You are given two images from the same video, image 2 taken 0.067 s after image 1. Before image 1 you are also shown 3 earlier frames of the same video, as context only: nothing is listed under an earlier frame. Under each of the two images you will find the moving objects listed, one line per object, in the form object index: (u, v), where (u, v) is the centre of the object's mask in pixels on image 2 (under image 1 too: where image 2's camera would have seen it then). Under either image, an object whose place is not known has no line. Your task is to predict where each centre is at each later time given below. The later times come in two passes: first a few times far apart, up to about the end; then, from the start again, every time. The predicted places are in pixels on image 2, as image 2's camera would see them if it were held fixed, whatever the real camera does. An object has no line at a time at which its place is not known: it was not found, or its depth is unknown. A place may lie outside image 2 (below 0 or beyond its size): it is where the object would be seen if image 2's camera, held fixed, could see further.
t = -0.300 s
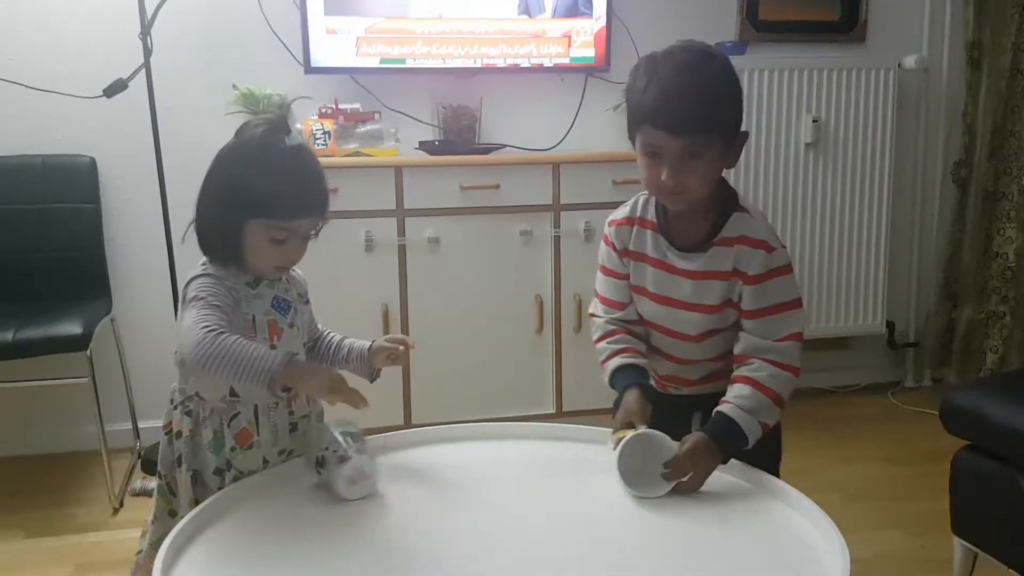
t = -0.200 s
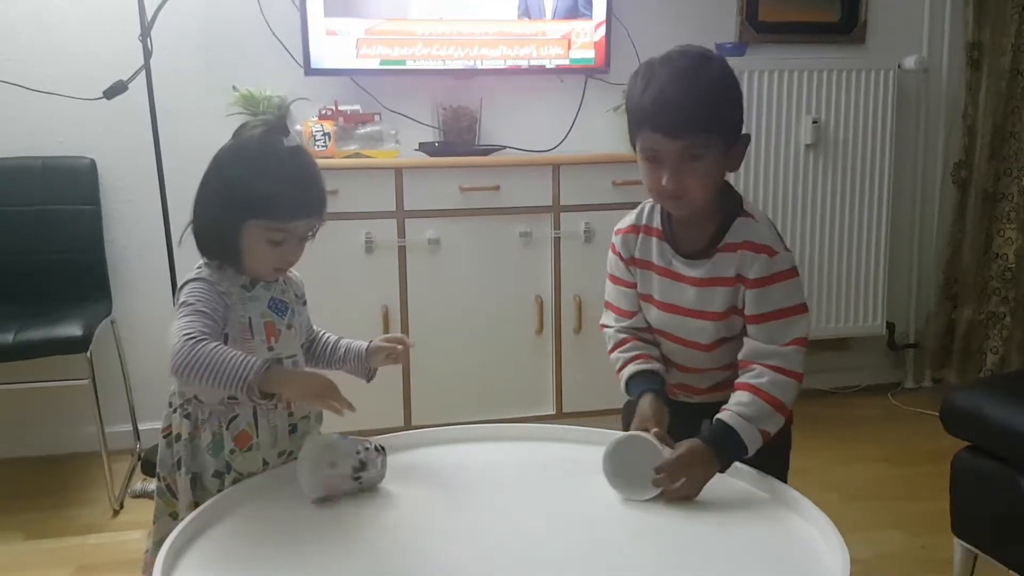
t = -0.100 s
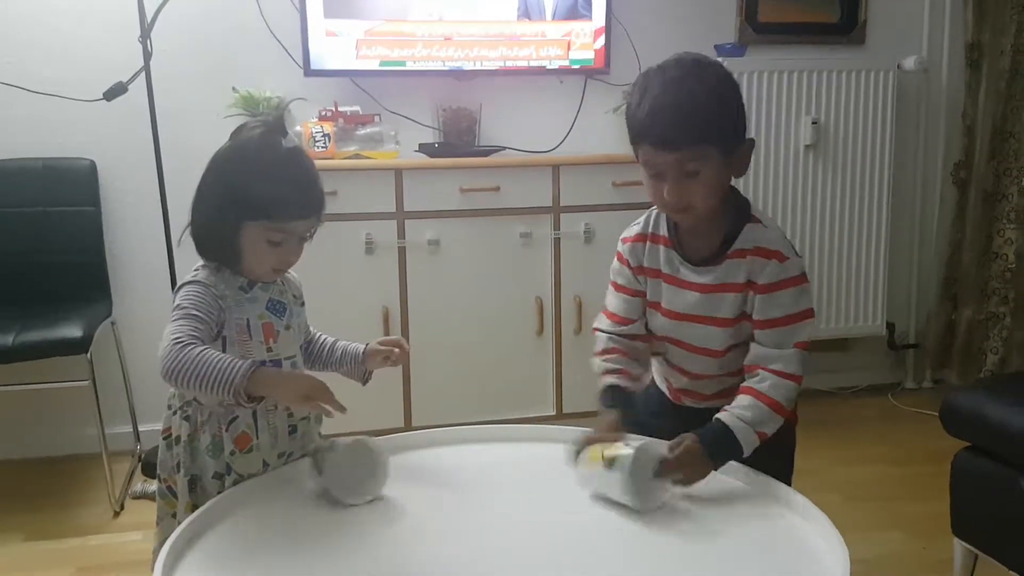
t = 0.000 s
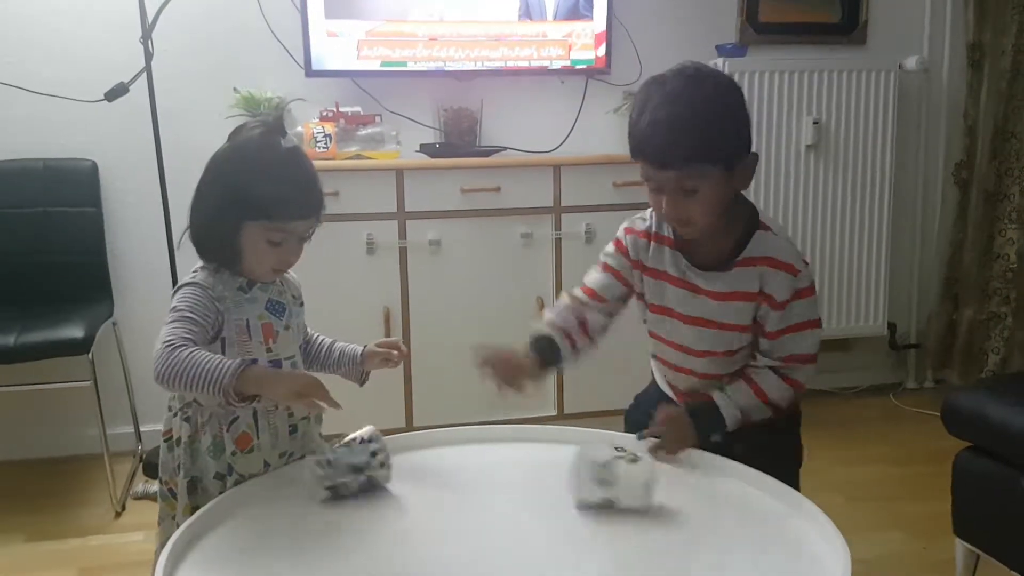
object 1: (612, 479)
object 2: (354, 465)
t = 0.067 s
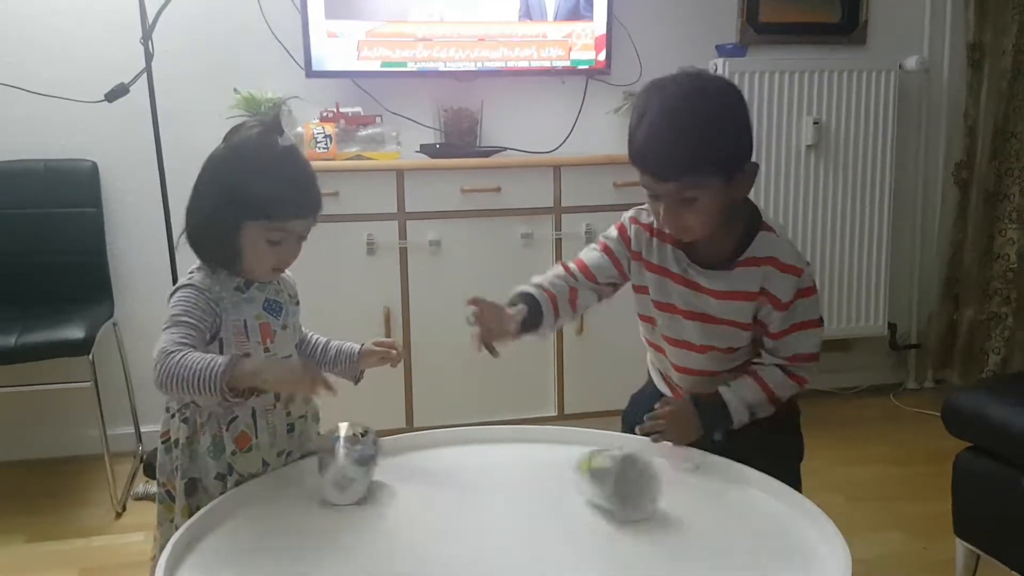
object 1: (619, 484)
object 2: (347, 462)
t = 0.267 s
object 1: (611, 483)
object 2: (343, 473)
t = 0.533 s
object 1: (599, 477)
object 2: (341, 465)
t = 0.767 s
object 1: (588, 475)
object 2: (350, 468)
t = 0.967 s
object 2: (342, 466)
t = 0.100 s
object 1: (614, 480)
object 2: (343, 463)
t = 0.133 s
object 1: (613, 481)
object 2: (342, 466)
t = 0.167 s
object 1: (606, 479)
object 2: (345, 467)
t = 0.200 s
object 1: (603, 481)
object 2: (343, 467)
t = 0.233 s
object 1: (601, 487)
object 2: (341, 469)
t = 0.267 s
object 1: (611, 483)
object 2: (343, 473)
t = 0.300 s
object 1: (606, 481)
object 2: (352, 471)
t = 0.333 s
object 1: (604, 477)
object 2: (352, 468)
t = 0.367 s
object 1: (599, 474)
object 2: (349, 467)
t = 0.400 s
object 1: (597, 476)
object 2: (348, 466)
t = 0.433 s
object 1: (592, 480)
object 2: (349, 465)
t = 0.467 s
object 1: (588, 478)
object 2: (347, 463)
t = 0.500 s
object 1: (606, 480)
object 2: (344, 464)
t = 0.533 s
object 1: (599, 477)
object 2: (341, 465)
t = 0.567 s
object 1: (598, 477)
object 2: (342, 467)
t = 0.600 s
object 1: (597, 474)
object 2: (343, 467)
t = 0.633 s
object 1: (594, 471)
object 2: (340, 468)
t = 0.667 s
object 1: (590, 473)
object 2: (339, 471)
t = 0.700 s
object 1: (590, 473)
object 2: (346, 475)
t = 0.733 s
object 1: (591, 476)
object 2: (352, 469)
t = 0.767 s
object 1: (588, 475)
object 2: (350, 468)
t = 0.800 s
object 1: (584, 474)
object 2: (346, 468)
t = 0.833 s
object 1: (597, 475)
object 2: (348, 467)
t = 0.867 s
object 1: (600, 475)
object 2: (349, 465)
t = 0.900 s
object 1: (598, 476)
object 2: (347, 464)
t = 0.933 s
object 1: (596, 475)
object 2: (344, 464)
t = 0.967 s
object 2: (342, 466)
